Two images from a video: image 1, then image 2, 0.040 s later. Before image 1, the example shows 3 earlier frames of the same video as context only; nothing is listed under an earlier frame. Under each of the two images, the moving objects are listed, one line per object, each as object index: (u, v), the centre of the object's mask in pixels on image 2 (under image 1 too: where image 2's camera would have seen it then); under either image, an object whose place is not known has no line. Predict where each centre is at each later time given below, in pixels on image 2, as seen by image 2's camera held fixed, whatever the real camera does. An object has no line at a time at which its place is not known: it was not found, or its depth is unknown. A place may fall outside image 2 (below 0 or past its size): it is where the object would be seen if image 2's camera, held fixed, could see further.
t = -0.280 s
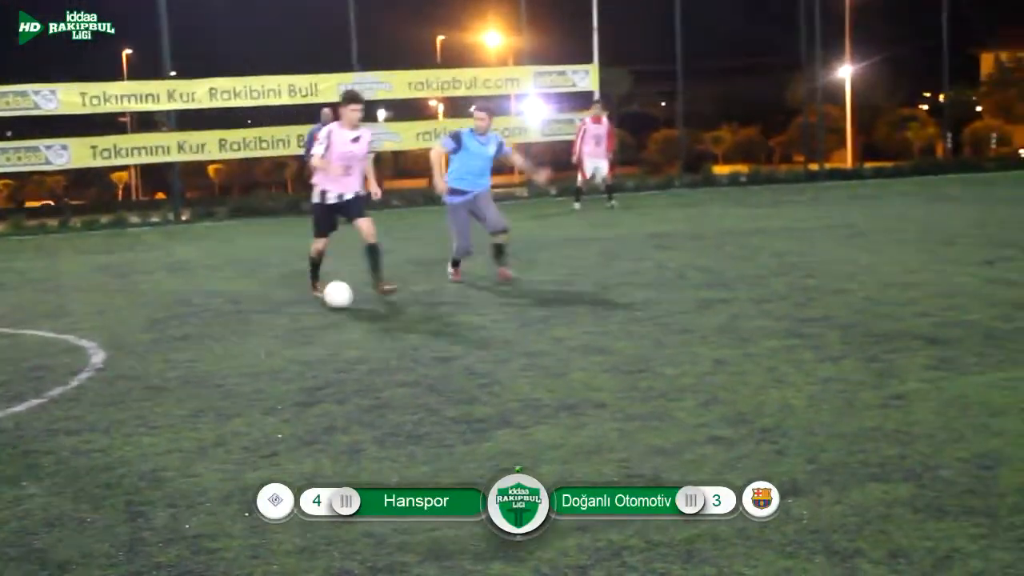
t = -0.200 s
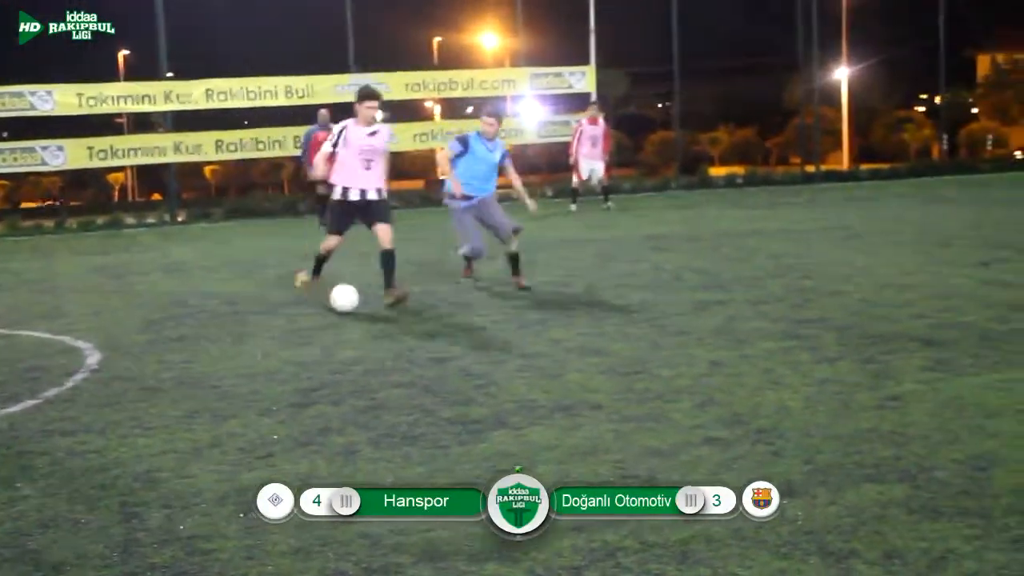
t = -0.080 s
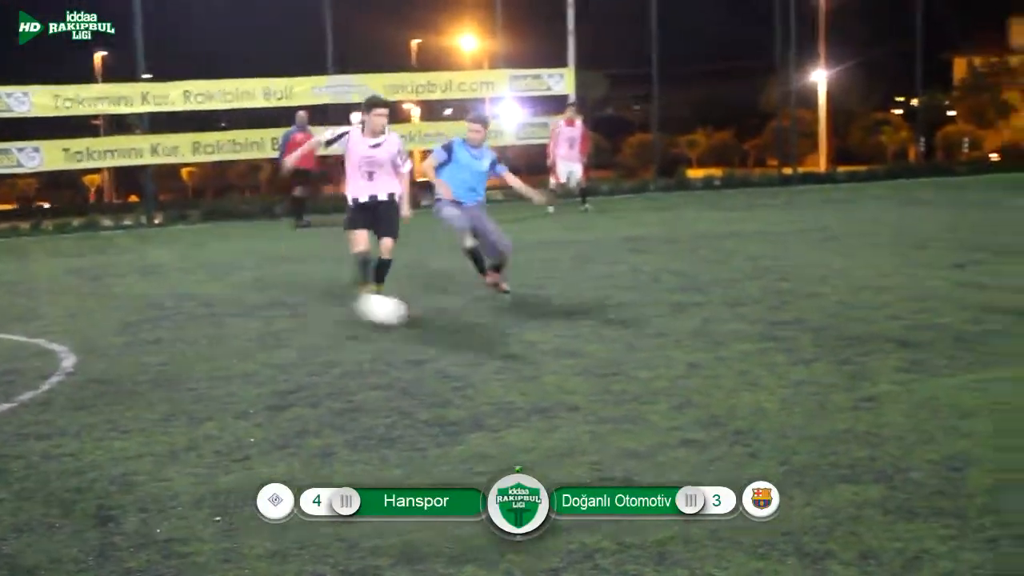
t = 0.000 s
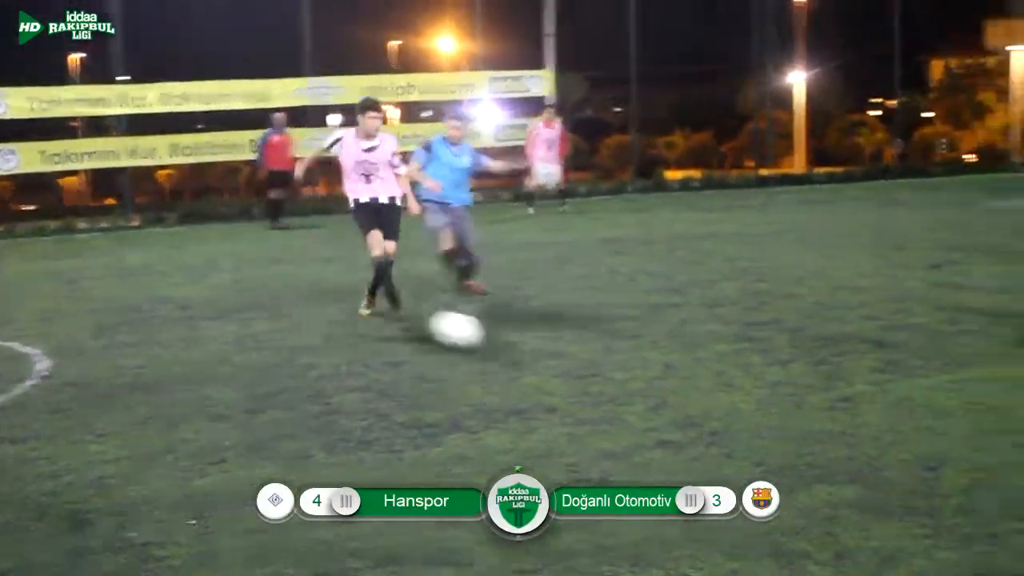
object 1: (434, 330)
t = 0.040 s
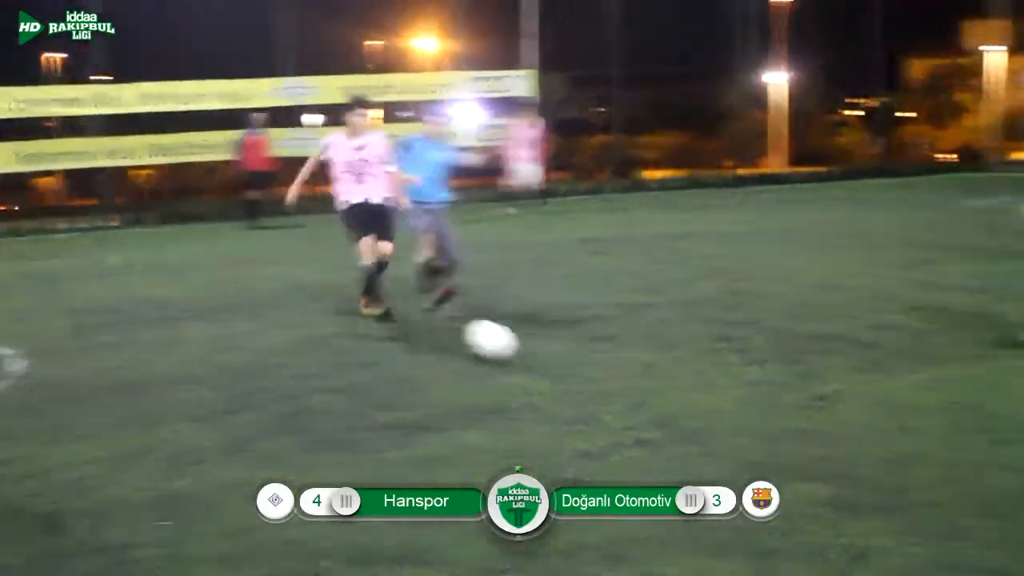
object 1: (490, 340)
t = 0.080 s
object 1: (553, 353)
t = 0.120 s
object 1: (618, 364)
